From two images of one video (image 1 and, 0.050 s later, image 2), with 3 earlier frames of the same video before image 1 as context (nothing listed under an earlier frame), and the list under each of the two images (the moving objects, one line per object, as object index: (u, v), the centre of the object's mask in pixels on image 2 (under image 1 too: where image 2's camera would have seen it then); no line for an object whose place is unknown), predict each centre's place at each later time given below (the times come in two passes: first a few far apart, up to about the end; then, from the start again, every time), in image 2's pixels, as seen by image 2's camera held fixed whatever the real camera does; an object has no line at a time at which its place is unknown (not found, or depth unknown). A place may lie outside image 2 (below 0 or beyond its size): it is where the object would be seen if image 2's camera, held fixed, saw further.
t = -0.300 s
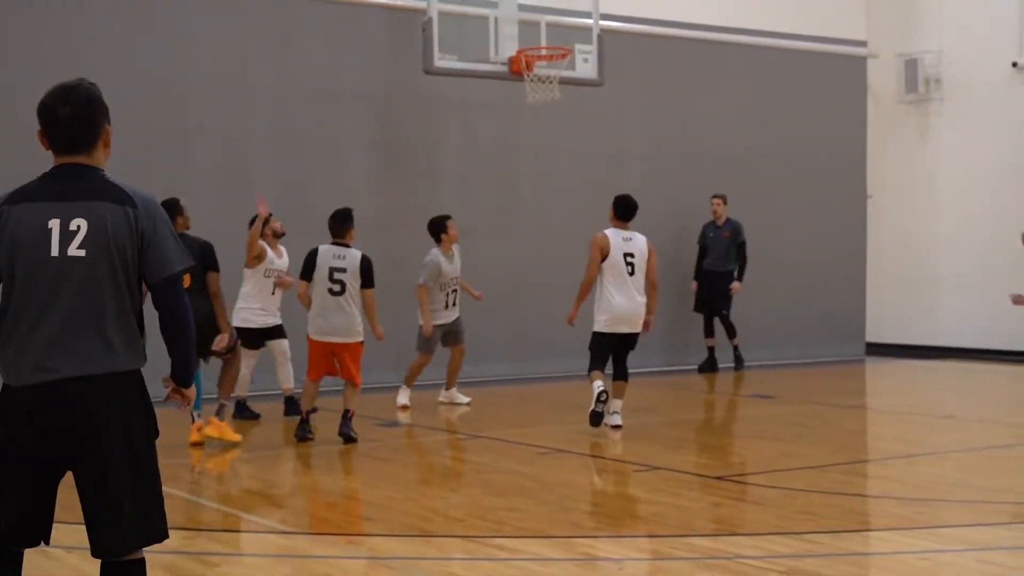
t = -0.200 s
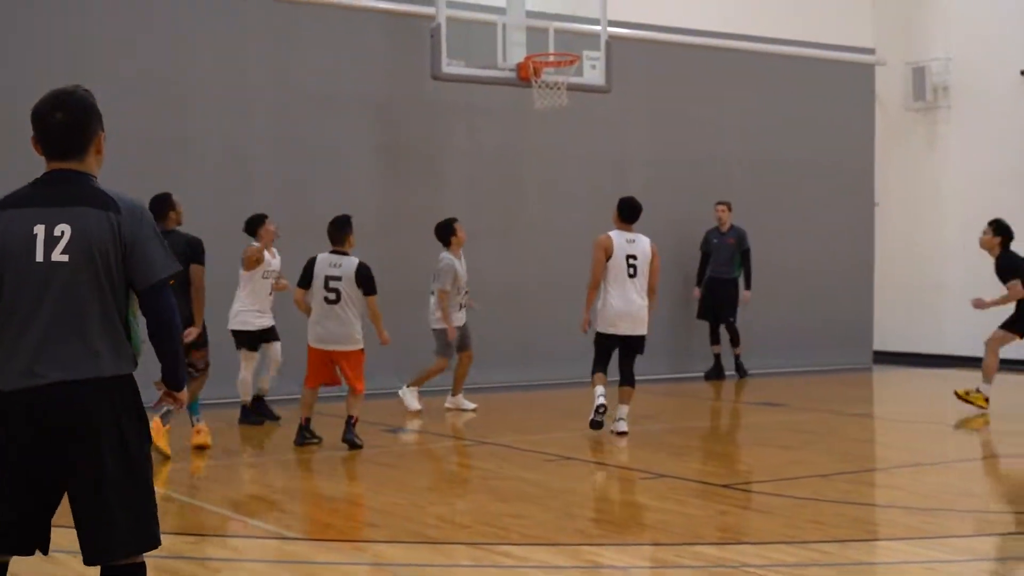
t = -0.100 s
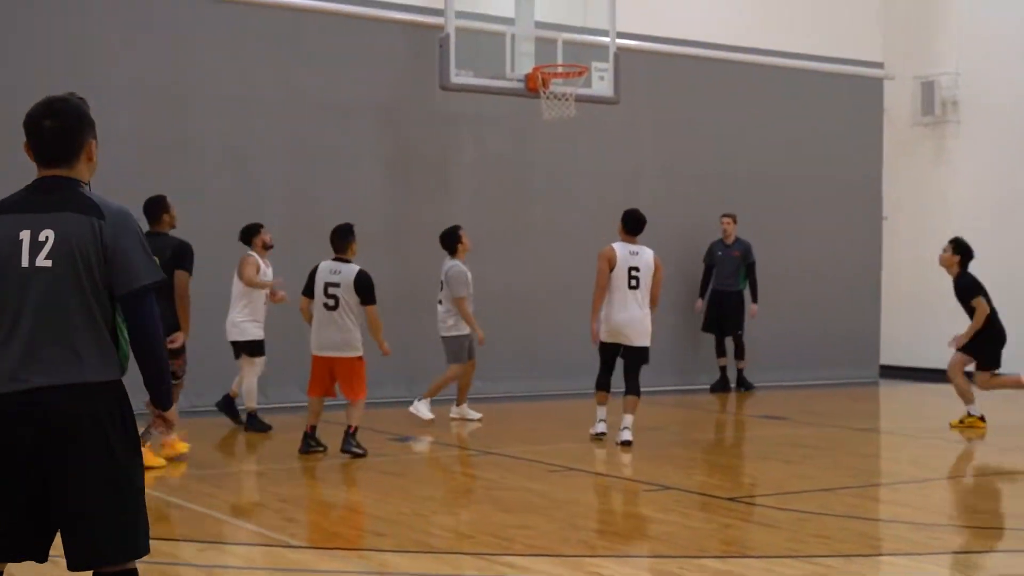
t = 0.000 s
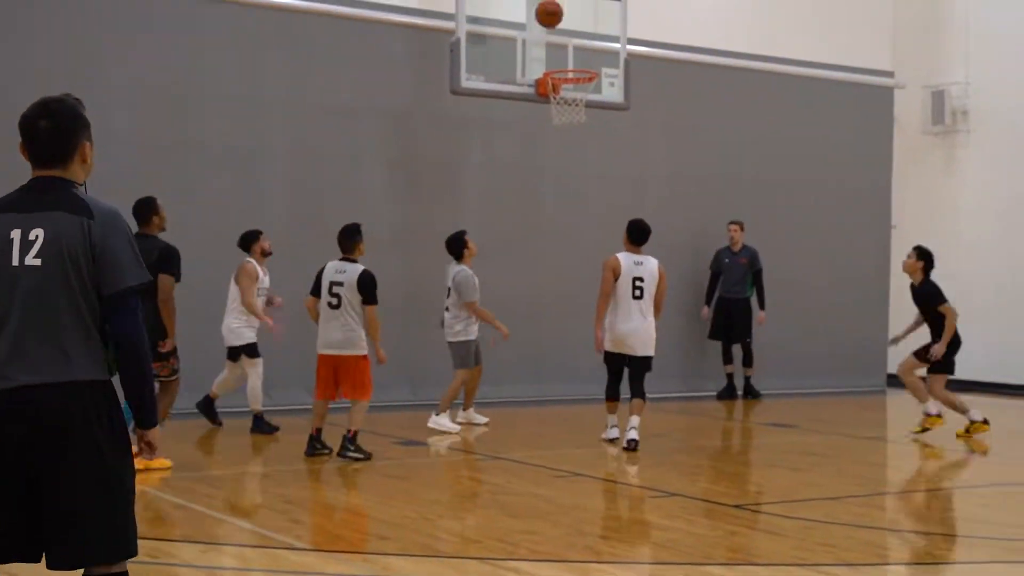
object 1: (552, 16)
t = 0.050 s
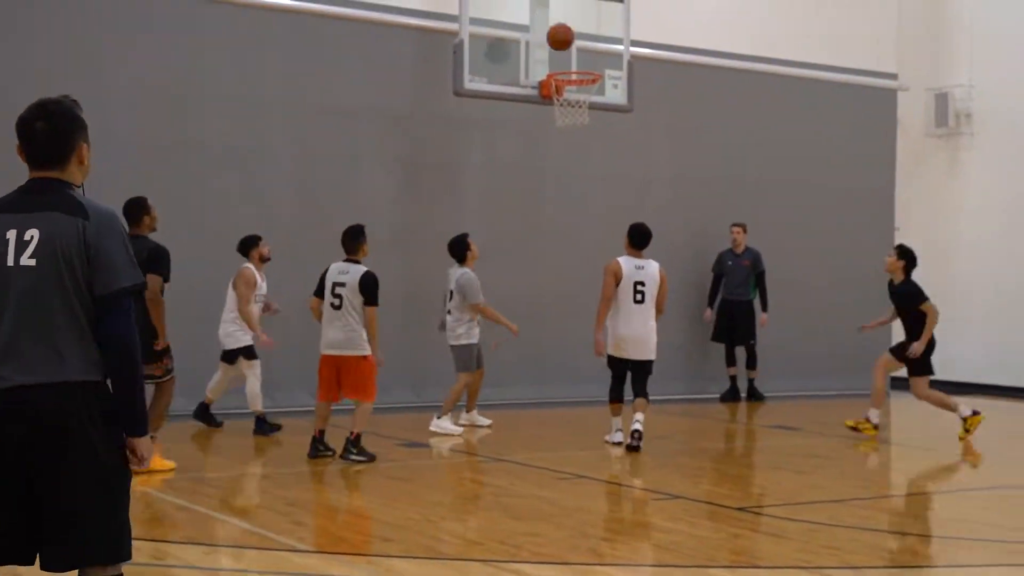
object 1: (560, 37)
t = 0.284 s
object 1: (584, 132)
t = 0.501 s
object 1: (593, 236)
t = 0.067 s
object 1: (563, 45)
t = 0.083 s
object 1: (565, 53)
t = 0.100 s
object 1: (568, 60)
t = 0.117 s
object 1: (570, 69)
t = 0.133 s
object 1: (574, 78)
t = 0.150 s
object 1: (577, 88)
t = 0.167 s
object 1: (576, 95)
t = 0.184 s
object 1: (578, 101)
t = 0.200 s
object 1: (579, 107)
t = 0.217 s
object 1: (580, 111)
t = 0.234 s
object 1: (581, 117)
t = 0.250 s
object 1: (582, 121)
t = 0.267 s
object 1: (583, 127)
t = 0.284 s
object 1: (584, 132)
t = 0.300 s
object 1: (584, 139)
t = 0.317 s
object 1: (585, 145)
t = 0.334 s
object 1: (586, 152)
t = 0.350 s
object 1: (587, 159)
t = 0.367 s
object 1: (587, 167)
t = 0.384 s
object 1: (588, 174)
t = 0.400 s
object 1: (589, 182)
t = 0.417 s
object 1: (589, 190)
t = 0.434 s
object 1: (590, 199)
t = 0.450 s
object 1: (591, 208)
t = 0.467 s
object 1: (592, 217)
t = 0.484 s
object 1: (593, 226)
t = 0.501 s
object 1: (593, 236)
